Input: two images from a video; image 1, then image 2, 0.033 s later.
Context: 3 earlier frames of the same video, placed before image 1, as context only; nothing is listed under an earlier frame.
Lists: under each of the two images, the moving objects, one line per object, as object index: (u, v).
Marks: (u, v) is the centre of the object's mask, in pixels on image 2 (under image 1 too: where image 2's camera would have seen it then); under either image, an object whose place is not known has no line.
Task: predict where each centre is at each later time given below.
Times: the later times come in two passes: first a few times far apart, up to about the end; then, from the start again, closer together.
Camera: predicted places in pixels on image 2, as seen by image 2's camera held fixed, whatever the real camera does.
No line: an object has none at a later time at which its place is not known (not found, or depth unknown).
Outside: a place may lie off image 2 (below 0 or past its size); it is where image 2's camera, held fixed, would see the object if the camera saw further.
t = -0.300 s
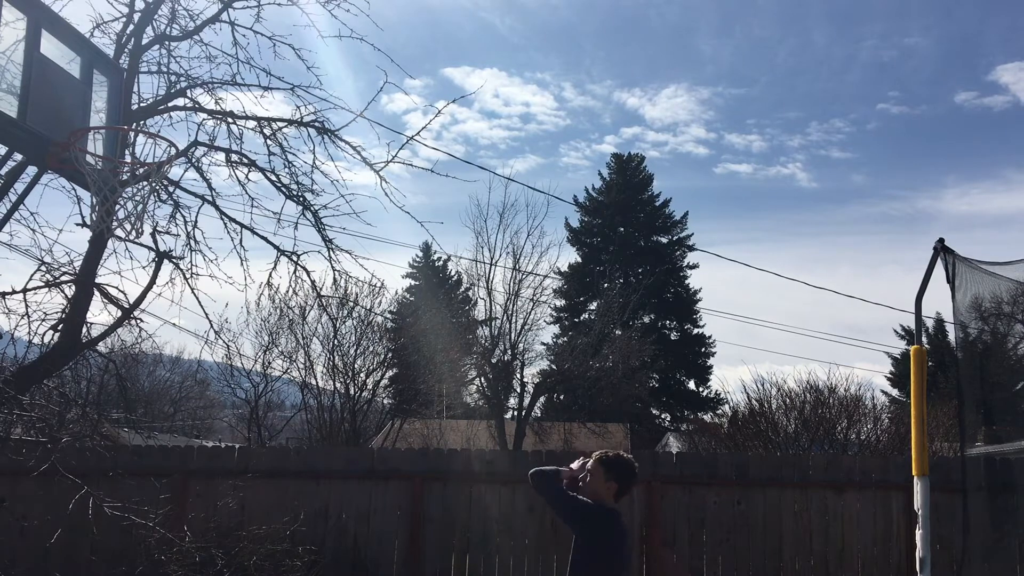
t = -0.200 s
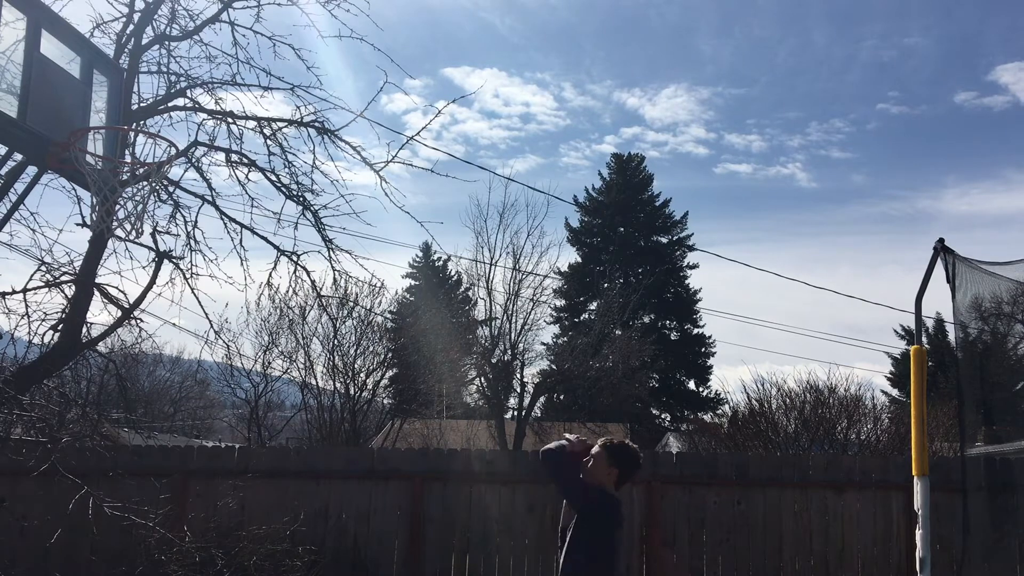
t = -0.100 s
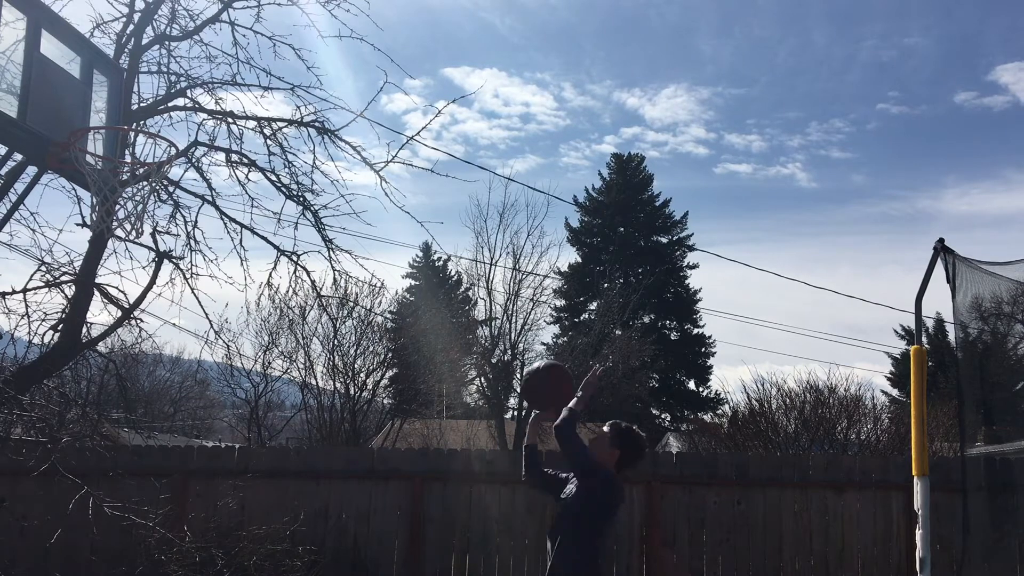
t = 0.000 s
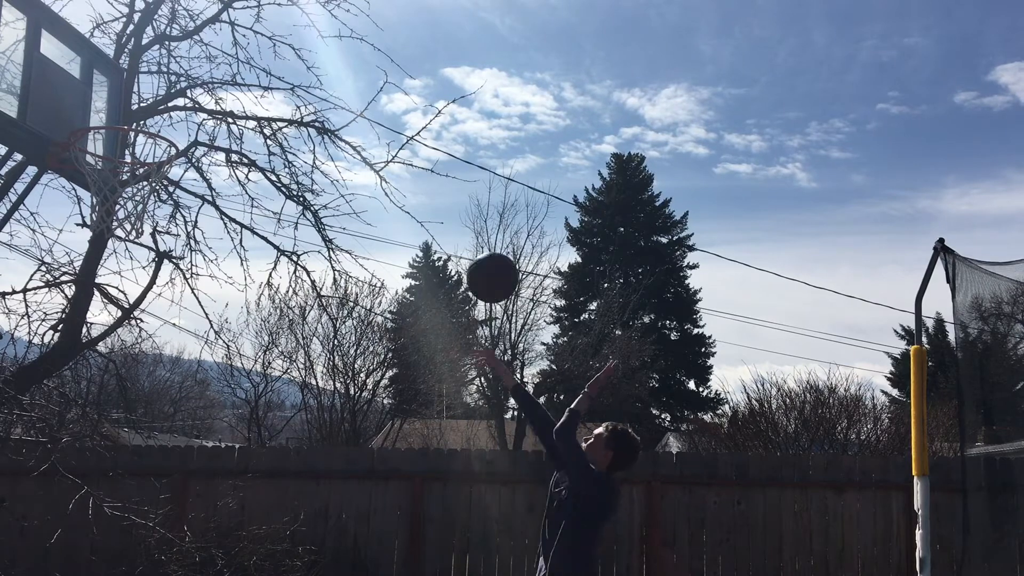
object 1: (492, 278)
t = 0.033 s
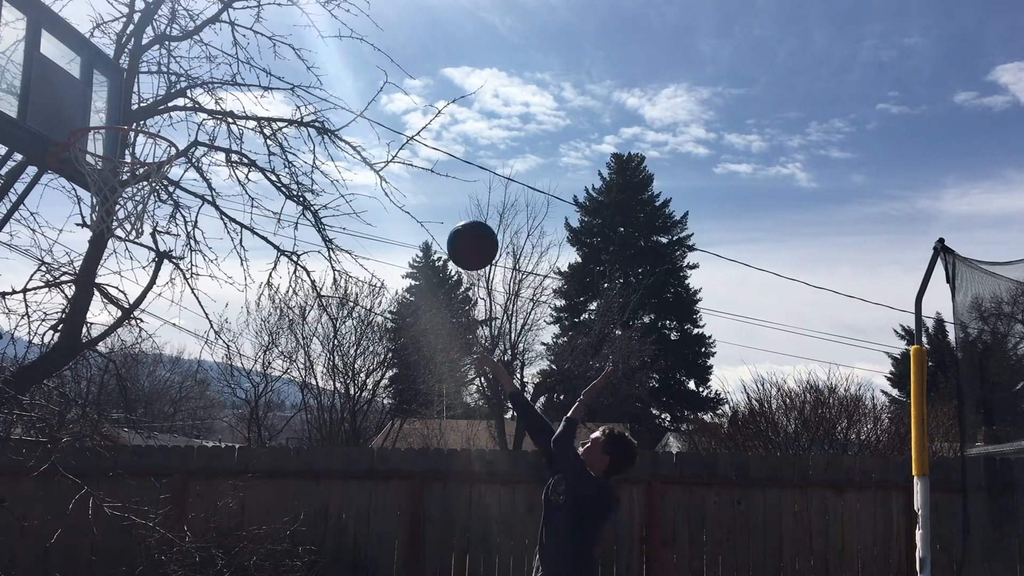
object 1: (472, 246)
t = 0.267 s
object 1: (335, 90)
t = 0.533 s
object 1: (177, 43)
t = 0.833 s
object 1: (127, 132)
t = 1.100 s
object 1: (147, 258)
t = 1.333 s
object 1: (128, 464)
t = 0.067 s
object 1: (453, 216)
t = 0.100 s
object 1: (433, 189)
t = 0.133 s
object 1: (413, 165)
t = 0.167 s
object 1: (394, 143)
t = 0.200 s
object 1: (374, 123)
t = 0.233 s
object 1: (355, 105)
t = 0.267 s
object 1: (335, 90)
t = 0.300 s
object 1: (315, 77)
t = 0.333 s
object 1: (296, 66)
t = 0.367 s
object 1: (276, 57)
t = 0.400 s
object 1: (257, 50)
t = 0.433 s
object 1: (237, 45)
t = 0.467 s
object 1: (217, 42)
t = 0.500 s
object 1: (197, 41)
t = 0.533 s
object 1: (177, 43)
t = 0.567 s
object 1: (156, 46)
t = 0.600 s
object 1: (137, 51)
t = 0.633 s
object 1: (117, 59)
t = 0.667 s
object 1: (96, 69)
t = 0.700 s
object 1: (88, 79)
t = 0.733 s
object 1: (98, 88)
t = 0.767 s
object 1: (109, 101)
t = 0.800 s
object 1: (118, 113)
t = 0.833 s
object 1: (127, 132)
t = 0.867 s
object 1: (137, 152)
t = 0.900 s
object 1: (145, 171)
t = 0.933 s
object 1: (150, 189)
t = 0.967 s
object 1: (151, 197)
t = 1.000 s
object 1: (151, 212)
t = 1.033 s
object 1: (150, 224)
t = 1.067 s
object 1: (148, 240)
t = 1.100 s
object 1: (147, 258)
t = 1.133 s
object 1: (145, 279)
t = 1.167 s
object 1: (143, 303)
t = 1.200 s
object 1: (141, 329)
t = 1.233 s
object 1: (138, 359)
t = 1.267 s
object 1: (135, 391)
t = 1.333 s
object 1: (128, 464)
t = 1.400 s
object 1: (120, 550)
